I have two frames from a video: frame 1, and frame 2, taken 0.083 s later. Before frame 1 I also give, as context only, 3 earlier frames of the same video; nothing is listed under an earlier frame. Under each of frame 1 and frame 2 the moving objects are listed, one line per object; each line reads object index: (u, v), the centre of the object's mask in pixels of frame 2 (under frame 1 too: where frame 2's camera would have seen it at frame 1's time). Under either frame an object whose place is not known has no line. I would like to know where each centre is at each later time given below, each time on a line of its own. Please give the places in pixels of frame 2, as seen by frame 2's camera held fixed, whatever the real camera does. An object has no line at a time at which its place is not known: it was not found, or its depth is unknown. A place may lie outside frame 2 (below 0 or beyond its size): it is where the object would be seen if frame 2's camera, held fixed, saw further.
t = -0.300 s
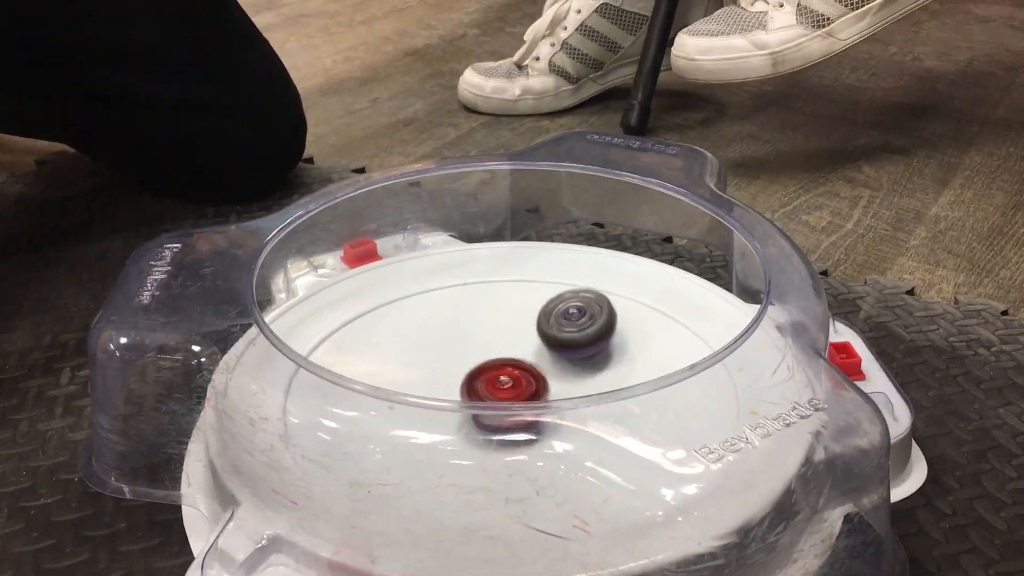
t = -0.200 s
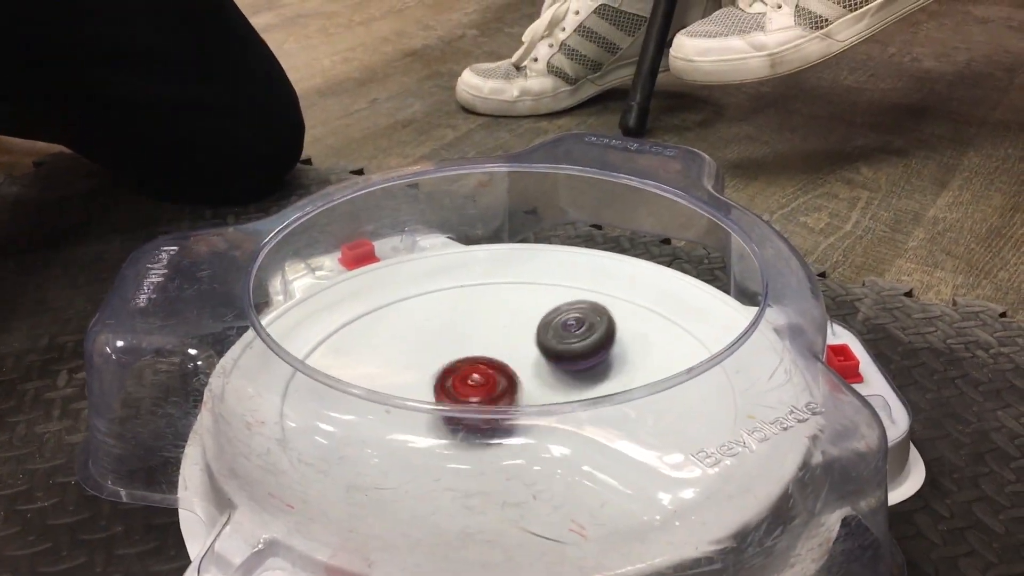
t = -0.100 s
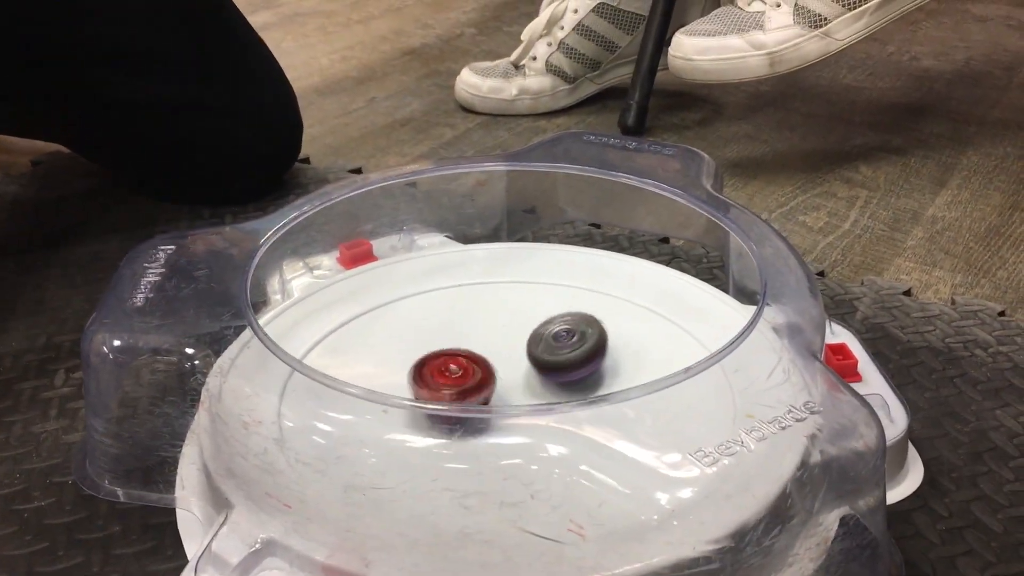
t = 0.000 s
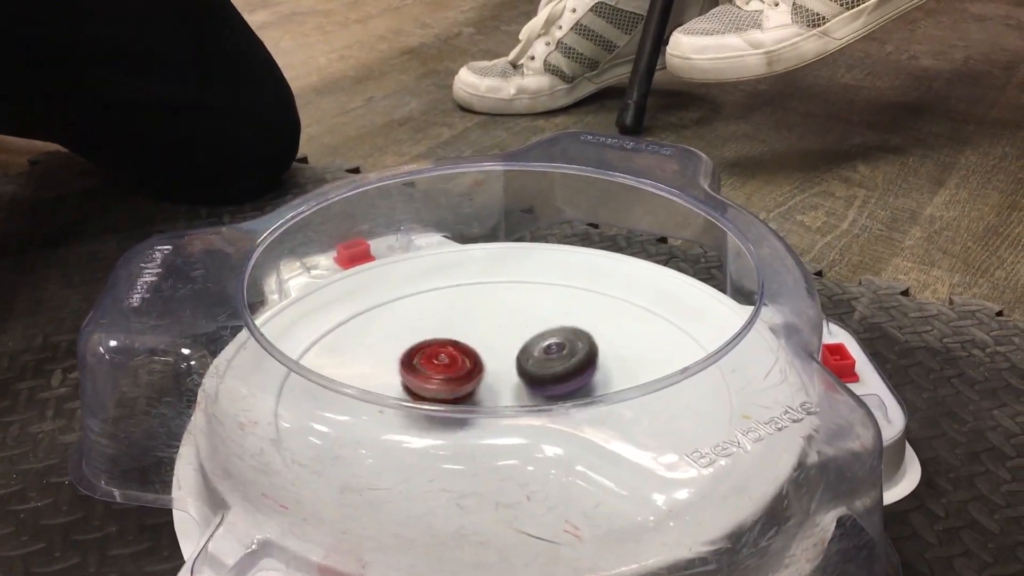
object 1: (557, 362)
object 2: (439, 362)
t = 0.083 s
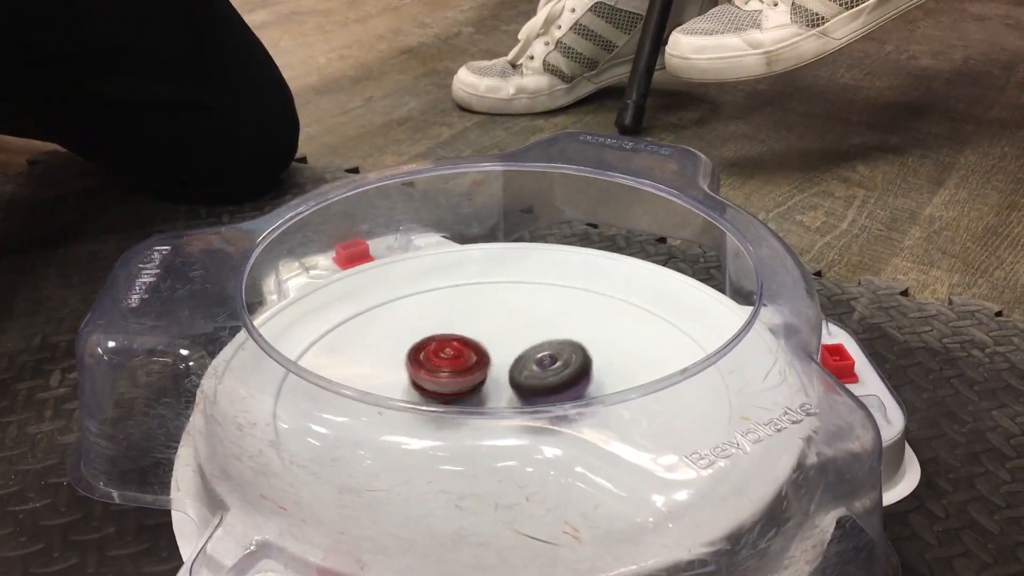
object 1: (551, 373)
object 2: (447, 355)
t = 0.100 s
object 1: (550, 374)
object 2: (449, 355)
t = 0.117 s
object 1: (549, 376)
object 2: (453, 355)
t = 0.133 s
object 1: (547, 377)
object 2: (456, 354)
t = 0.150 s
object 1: (546, 378)
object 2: (459, 354)
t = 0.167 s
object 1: (545, 380)
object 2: (463, 355)
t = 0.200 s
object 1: (551, 398)
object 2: (462, 352)
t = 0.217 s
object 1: (553, 403)
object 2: (458, 349)
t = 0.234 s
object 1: (555, 406)
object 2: (455, 347)
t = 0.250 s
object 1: (558, 405)
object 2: (454, 345)
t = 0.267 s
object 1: (559, 414)
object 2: (452, 344)
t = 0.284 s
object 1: (558, 414)
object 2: (450, 342)
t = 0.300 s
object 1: (558, 413)
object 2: (448, 340)
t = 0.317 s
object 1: (557, 415)
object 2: (446, 337)
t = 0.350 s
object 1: (555, 418)
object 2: (443, 334)
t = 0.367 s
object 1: (554, 418)
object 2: (443, 332)
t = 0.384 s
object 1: (554, 419)
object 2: (443, 330)
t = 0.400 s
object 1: (553, 419)
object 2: (444, 328)
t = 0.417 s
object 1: (553, 419)
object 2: (445, 328)
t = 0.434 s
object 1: (552, 420)
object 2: (446, 327)
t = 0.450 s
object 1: (552, 420)
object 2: (447, 327)
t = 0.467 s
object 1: (552, 421)
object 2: (451, 329)
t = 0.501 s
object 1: (552, 420)
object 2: (455, 330)
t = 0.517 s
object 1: (551, 421)
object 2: (457, 331)
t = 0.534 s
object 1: (552, 431)
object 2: (461, 332)
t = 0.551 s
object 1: (552, 431)
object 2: (464, 335)
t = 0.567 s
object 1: (552, 431)
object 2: (465, 337)
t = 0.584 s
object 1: (550, 432)
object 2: (470, 340)
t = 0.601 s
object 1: (549, 432)
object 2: (472, 343)
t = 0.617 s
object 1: (549, 432)
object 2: (474, 346)
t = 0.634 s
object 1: (549, 432)
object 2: (478, 349)
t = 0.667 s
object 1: (546, 431)
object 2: (482, 351)
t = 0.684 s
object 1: (545, 431)
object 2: (485, 357)
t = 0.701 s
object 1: (544, 432)
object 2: (489, 360)
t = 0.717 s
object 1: (543, 427)
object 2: (492, 363)
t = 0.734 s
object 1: (541, 432)
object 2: (491, 368)
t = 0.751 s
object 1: (547, 443)
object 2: (487, 359)
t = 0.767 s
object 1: (551, 447)
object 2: (485, 353)
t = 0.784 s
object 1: (554, 450)
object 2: (483, 348)
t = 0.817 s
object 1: (561, 459)
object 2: (481, 341)
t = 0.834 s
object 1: (562, 462)
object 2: (481, 338)
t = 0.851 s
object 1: (563, 465)
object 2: (482, 336)
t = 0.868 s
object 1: (563, 466)
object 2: (484, 335)
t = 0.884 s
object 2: (486, 333)
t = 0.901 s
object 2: (490, 332)
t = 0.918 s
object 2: (492, 331)
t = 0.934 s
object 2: (495, 328)
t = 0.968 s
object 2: (502, 337)
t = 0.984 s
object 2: (504, 338)
